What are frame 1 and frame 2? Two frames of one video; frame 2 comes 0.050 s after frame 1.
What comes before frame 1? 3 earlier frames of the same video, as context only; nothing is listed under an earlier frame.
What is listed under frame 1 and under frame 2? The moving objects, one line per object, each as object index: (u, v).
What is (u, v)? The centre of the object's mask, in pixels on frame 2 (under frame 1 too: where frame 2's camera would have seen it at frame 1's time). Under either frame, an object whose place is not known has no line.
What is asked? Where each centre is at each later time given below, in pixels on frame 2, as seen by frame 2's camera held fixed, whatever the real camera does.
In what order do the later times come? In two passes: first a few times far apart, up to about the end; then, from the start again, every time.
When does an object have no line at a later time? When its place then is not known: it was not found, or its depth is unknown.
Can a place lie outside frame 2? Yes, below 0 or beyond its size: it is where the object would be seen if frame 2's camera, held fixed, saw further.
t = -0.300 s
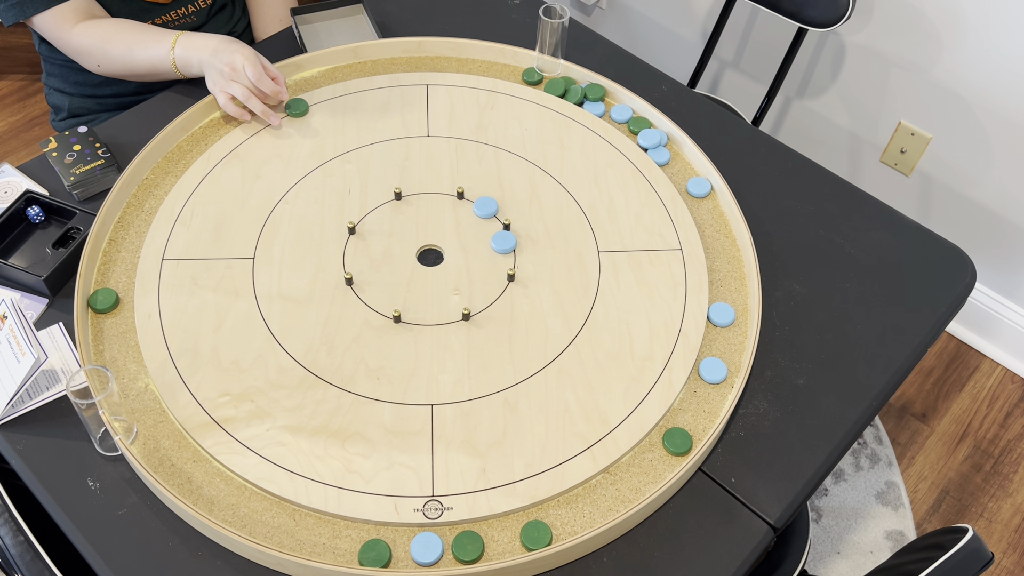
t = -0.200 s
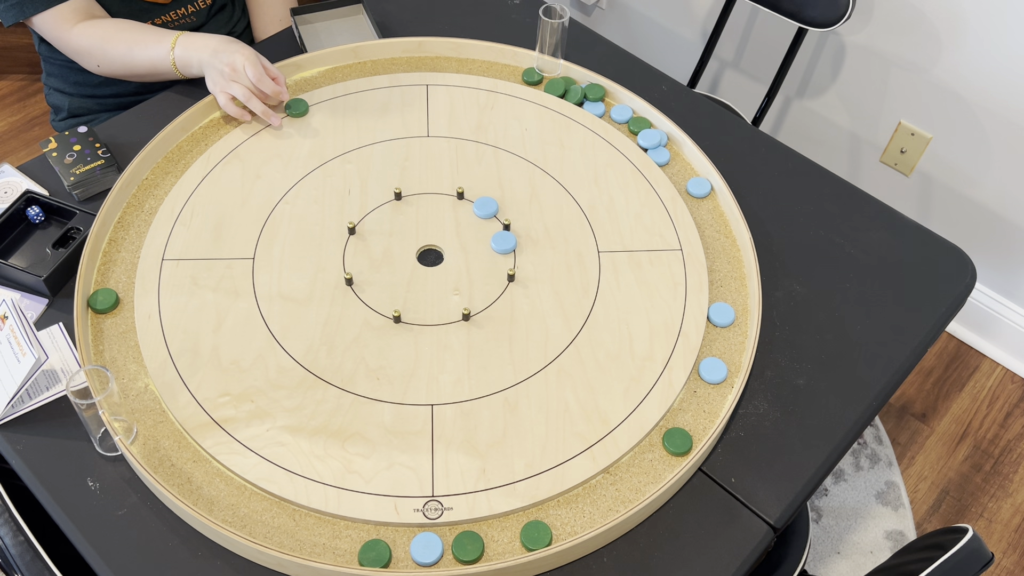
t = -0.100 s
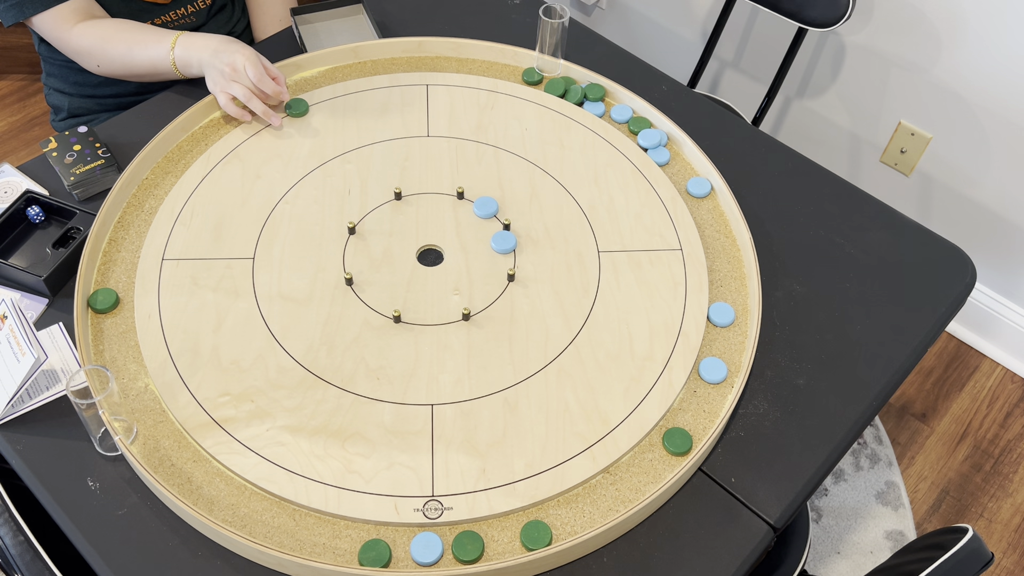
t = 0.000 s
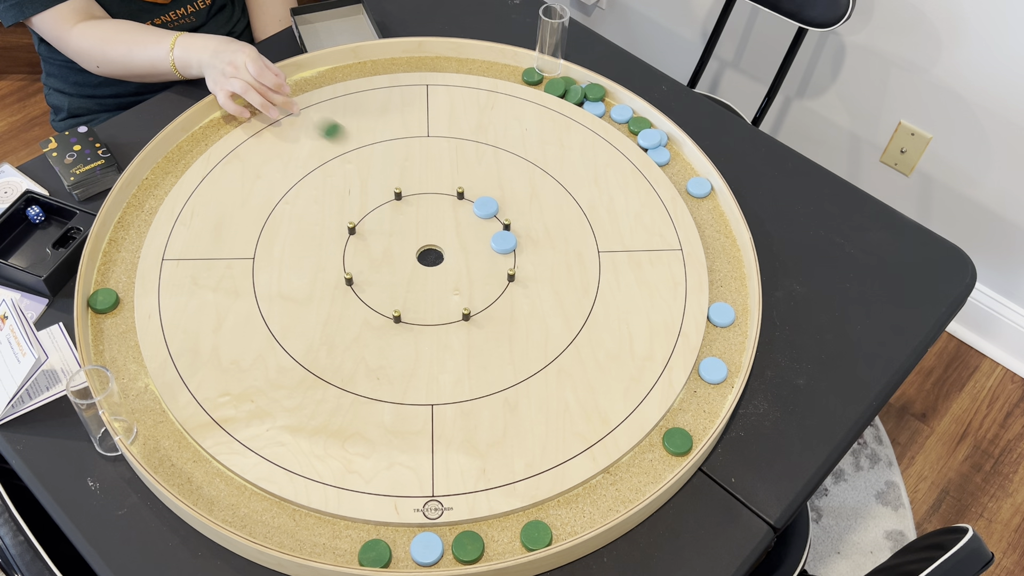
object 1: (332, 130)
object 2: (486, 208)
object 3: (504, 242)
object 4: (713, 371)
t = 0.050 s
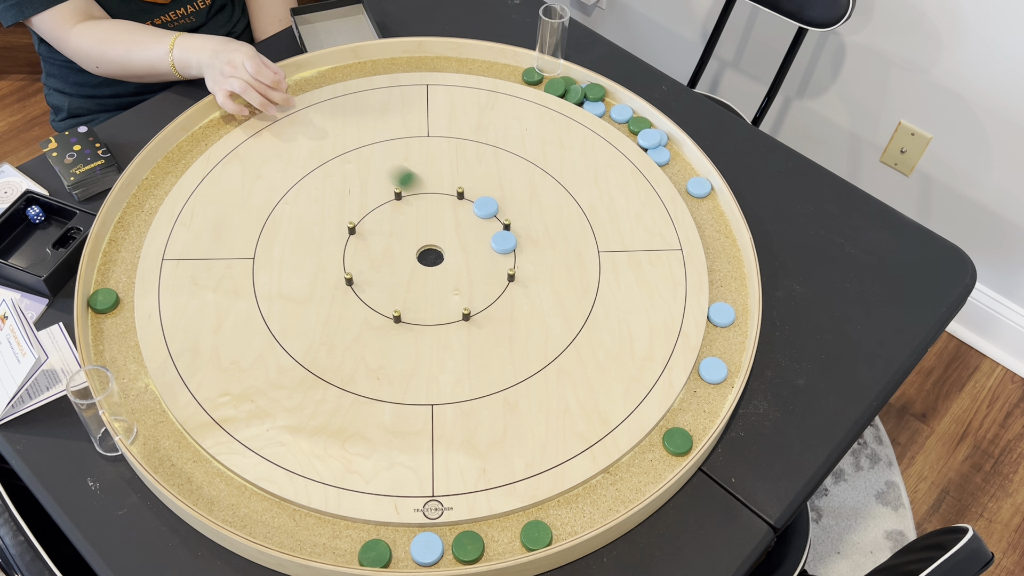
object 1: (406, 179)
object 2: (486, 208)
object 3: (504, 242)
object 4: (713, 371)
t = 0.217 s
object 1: (457, 295)
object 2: (522, 191)
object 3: (662, 313)
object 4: (713, 371)
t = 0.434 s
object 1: (448, 327)
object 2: (557, 174)
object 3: (726, 344)
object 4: (702, 387)
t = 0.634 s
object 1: (460, 340)
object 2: (565, 170)
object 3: (732, 345)
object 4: (701, 388)
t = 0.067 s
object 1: (431, 196)
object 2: (486, 208)
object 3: (504, 242)
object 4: (713, 371)
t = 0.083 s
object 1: (456, 213)
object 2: (486, 208)
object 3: (504, 242)
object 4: (713, 371)
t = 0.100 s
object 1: (478, 232)
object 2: (490, 206)
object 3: (504, 243)
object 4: (713, 371)
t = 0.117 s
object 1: (477, 242)
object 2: (495, 204)
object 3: (524, 252)
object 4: (713, 371)
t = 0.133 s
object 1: (473, 251)
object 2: (500, 201)
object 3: (547, 262)
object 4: (713, 371)
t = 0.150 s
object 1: (470, 260)
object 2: (504, 199)
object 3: (570, 272)
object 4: (713, 371)
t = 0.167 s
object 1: (467, 269)
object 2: (509, 197)
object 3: (593, 283)
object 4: (713, 370)
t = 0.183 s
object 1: (464, 277)
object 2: (513, 195)
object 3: (616, 293)
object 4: (713, 370)
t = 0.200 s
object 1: (460, 286)
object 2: (518, 193)
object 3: (639, 303)
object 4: (713, 371)
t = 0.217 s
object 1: (457, 295)
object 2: (522, 191)
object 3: (662, 313)
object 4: (713, 371)
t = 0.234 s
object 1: (453, 303)
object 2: (525, 189)
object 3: (684, 323)
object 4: (713, 371)
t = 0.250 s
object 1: (447, 309)
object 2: (529, 187)
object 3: (709, 334)
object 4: (713, 371)
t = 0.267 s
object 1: (438, 312)
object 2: (533, 185)
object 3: (730, 344)
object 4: (713, 371)
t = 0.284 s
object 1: (429, 315)
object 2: (536, 184)
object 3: (722, 346)
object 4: (713, 371)
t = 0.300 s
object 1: (421, 319)
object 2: (539, 182)
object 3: (720, 346)
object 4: (711, 374)
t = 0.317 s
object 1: (415, 322)
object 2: (542, 181)
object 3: (728, 347)
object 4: (709, 376)
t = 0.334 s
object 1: (420, 323)
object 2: (545, 180)
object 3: (731, 346)
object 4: (708, 379)
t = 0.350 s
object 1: (425, 324)
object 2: (547, 179)
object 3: (725, 344)
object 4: (706, 381)
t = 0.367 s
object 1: (430, 325)
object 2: (549, 178)
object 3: (720, 343)
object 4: (705, 383)
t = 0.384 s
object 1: (435, 326)
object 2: (552, 177)
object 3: (718, 341)
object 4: (704, 385)
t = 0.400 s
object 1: (440, 326)
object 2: (553, 176)
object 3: (721, 342)
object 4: (703, 386)
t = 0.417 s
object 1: (444, 327)
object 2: (555, 175)
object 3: (724, 343)
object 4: (702, 387)
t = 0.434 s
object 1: (448, 327)
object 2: (557, 174)
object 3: (726, 344)
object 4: (702, 387)
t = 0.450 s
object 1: (452, 328)
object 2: (558, 173)
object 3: (728, 344)
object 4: (701, 388)
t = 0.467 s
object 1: (456, 328)
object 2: (560, 172)
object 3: (730, 345)
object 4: (701, 388)
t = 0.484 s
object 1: (456, 330)
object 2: (561, 172)
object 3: (732, 345)
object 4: (701, 388)
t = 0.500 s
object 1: (457, 332)
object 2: (562, 171)
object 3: (732, 345)
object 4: (701, 388)
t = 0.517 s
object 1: (458, 333)
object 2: (563, 171)
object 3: (732, 345)
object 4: (701, 388)
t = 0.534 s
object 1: (458, 335)
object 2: (563, 171)
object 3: (732, 345)
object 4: (701, 388)
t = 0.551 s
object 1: (459, 336)
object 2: (564, 171)
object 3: (732, 345)
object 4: (701, 388)
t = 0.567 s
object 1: (459, 337)
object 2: (564, 170)
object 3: (732, 345)
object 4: (701, 388)
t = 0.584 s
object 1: (459, 338)
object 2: (565, 170)
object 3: (732, 345)
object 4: (701, 388)
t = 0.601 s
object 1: (460, 339)
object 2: (565, 170)
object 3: (732, 345)
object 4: (701, 388)
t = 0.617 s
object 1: (460, 340)
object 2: (565, 170)
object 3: (732, 345)
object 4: (701, 388)
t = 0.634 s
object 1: (460, 340)
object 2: (565, 170)
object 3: (732, 345)
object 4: (701, 388)
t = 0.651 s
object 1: (461, 341)
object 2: (565, 170)
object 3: (732, 345)
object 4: (701, 388)
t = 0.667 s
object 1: (461, 341)
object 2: (565, 170)
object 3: (732, 345)
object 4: (701, 388)
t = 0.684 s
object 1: (461, 341)
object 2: (565, 170)
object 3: (732, 345)
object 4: (701, 388)
